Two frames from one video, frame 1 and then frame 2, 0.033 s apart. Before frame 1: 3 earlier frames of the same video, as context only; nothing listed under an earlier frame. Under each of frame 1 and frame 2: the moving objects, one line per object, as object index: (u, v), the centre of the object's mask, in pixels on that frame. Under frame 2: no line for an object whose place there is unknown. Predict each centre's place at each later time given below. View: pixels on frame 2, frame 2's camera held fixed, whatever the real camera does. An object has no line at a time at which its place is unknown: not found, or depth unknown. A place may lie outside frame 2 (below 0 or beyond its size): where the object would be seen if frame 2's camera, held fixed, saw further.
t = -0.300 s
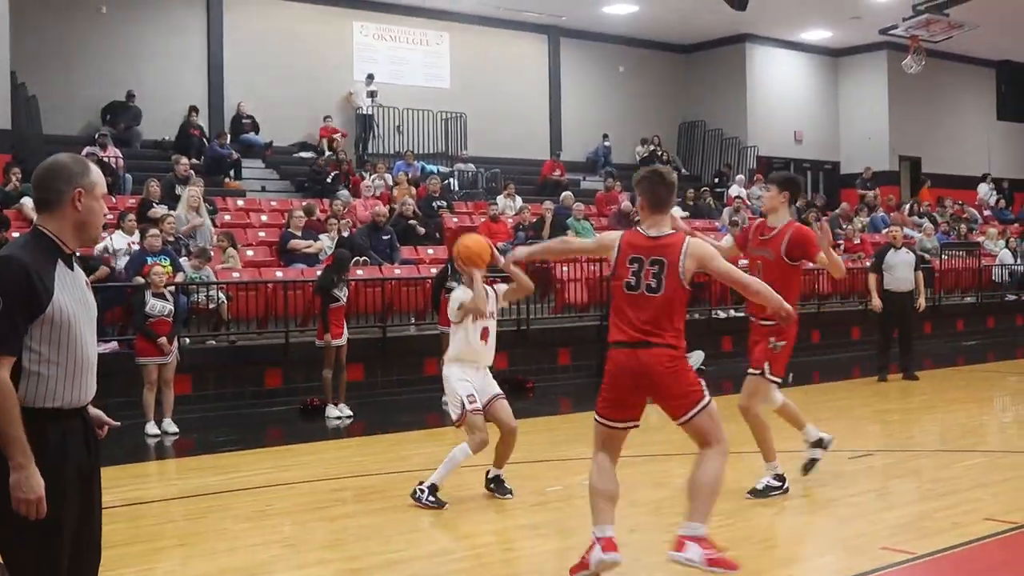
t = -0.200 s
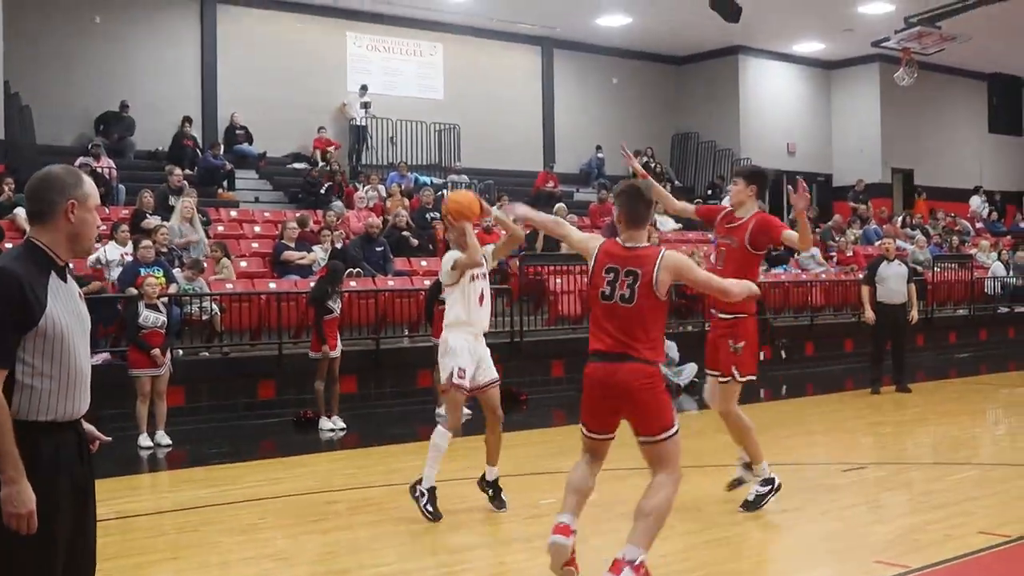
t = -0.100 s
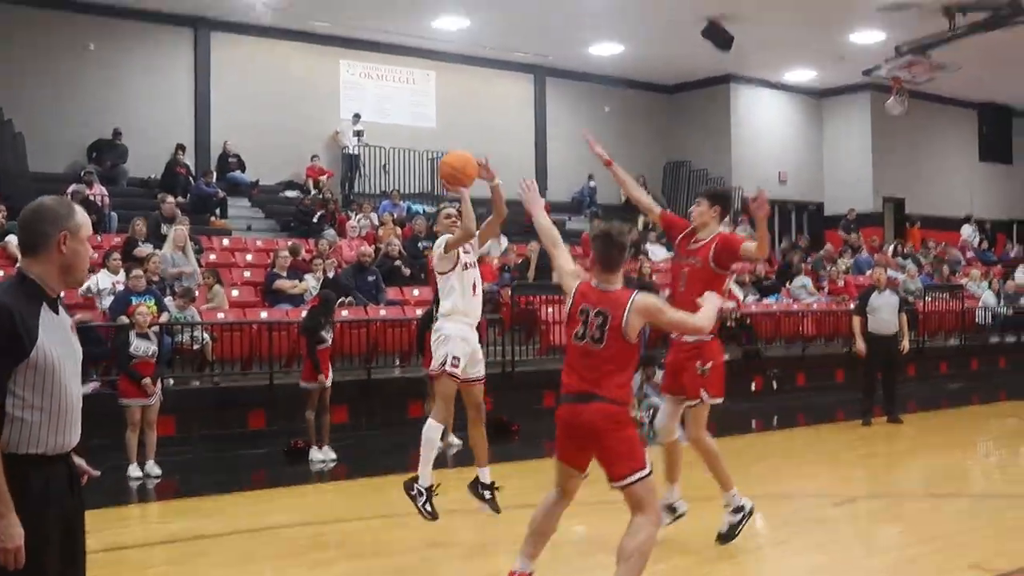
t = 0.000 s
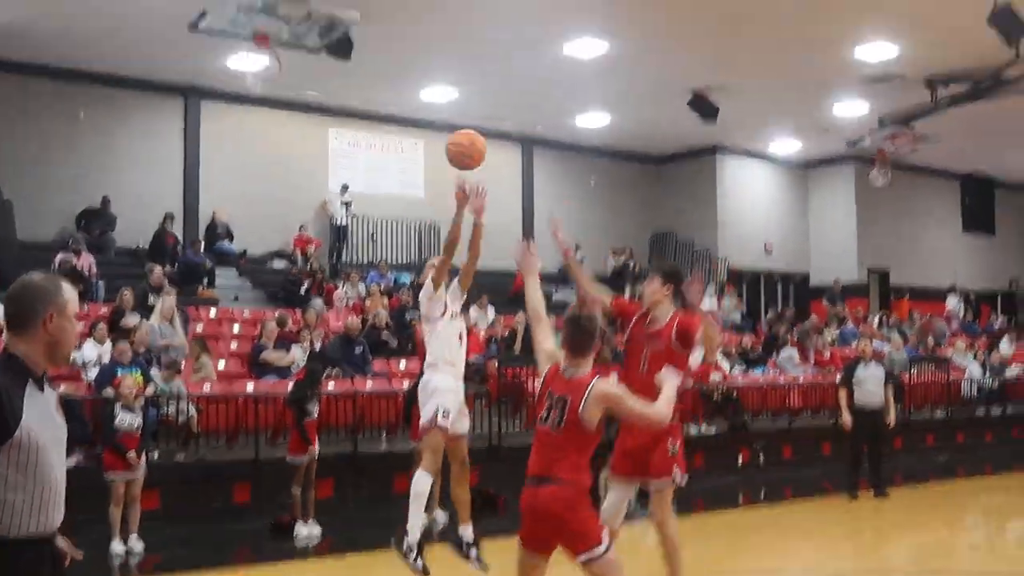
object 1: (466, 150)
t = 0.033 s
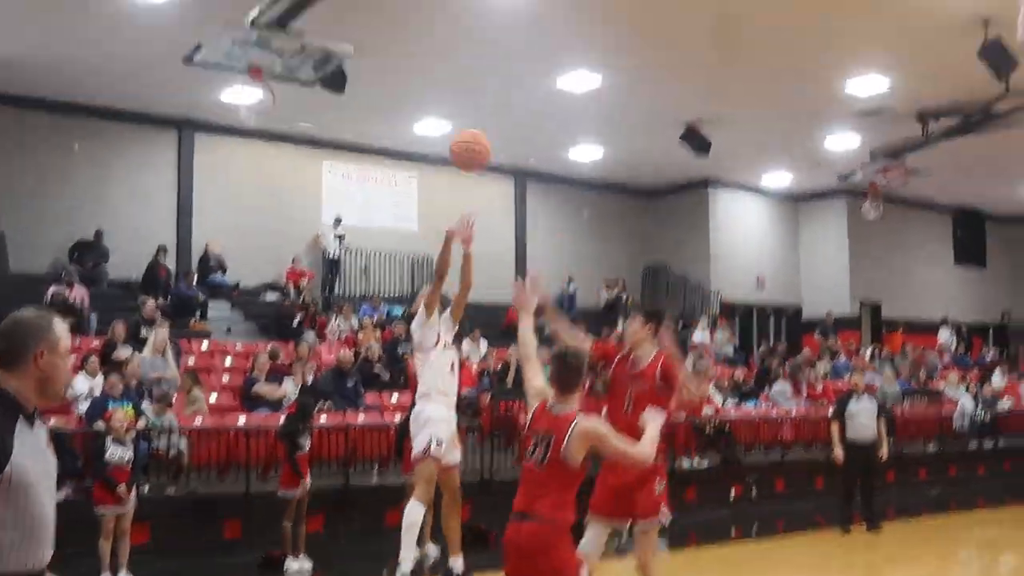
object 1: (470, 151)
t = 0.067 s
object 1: (482, 118)
